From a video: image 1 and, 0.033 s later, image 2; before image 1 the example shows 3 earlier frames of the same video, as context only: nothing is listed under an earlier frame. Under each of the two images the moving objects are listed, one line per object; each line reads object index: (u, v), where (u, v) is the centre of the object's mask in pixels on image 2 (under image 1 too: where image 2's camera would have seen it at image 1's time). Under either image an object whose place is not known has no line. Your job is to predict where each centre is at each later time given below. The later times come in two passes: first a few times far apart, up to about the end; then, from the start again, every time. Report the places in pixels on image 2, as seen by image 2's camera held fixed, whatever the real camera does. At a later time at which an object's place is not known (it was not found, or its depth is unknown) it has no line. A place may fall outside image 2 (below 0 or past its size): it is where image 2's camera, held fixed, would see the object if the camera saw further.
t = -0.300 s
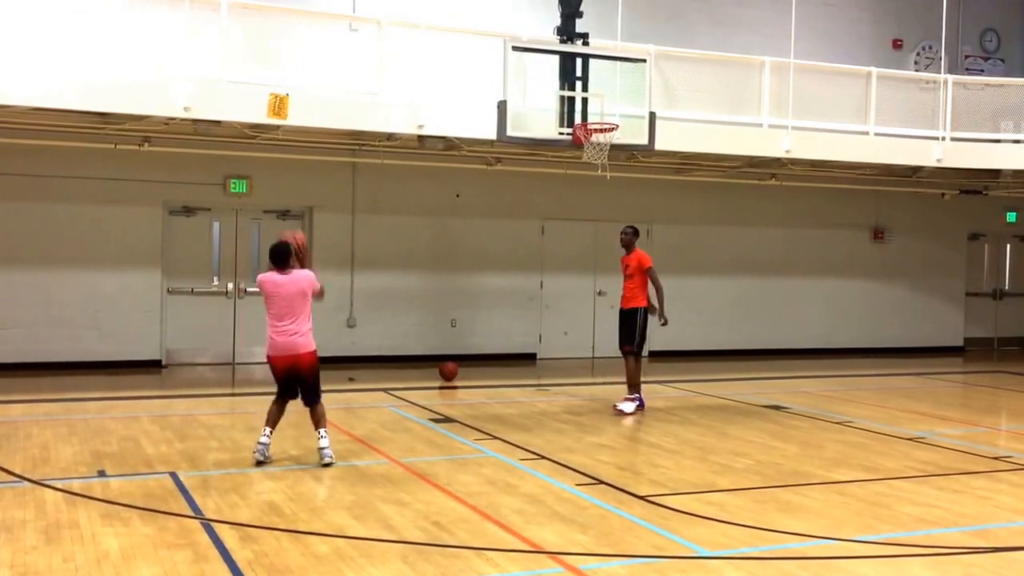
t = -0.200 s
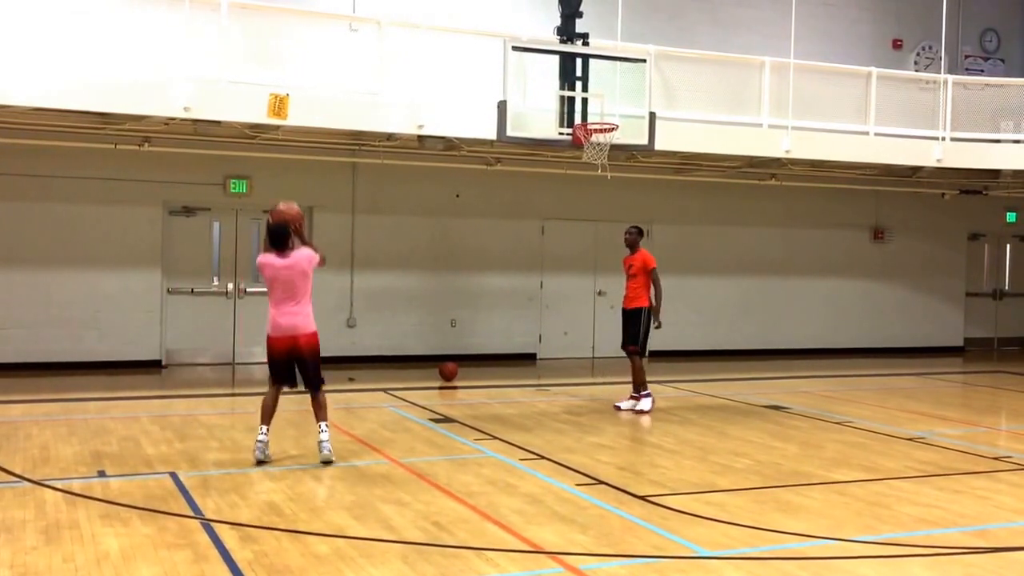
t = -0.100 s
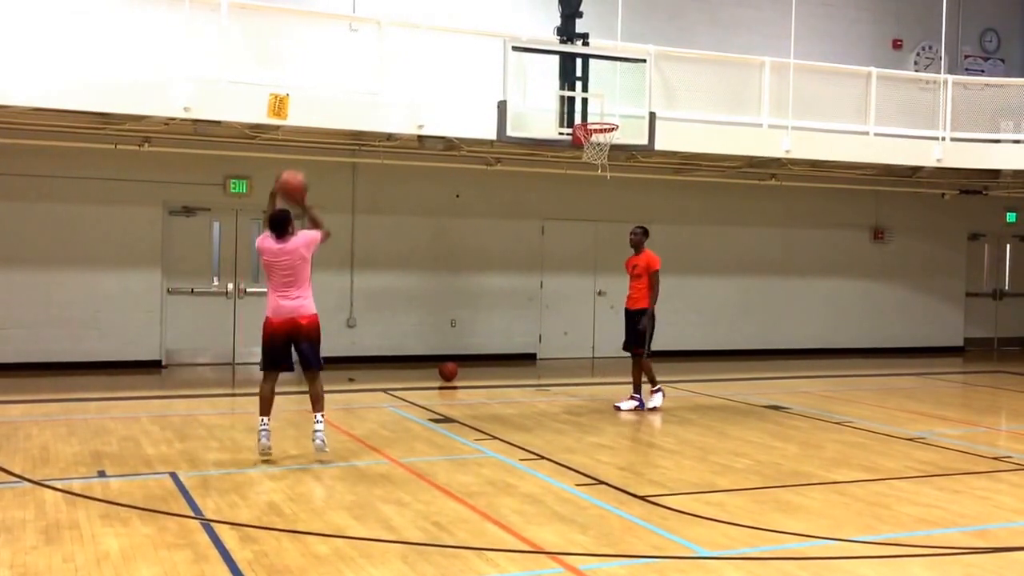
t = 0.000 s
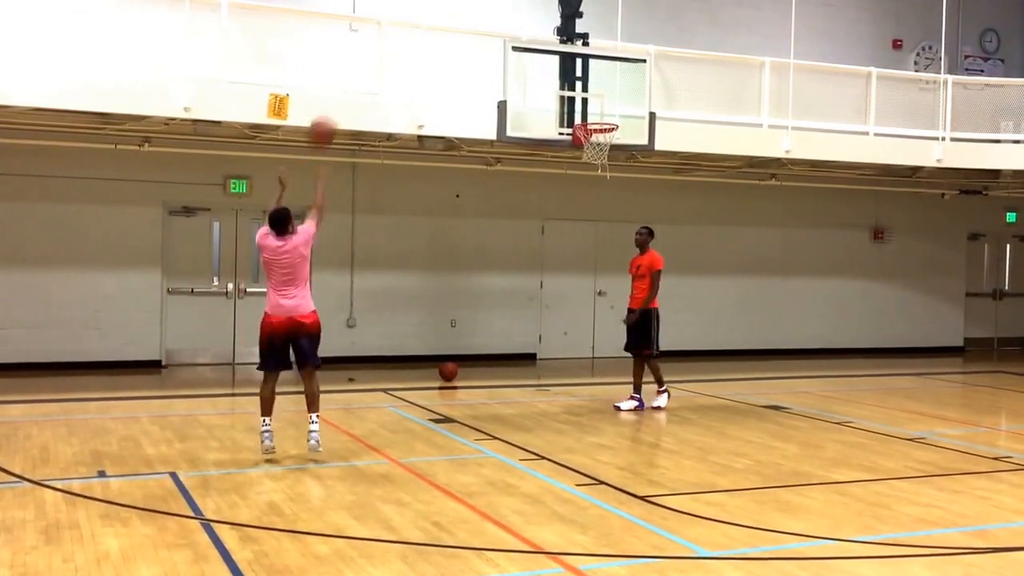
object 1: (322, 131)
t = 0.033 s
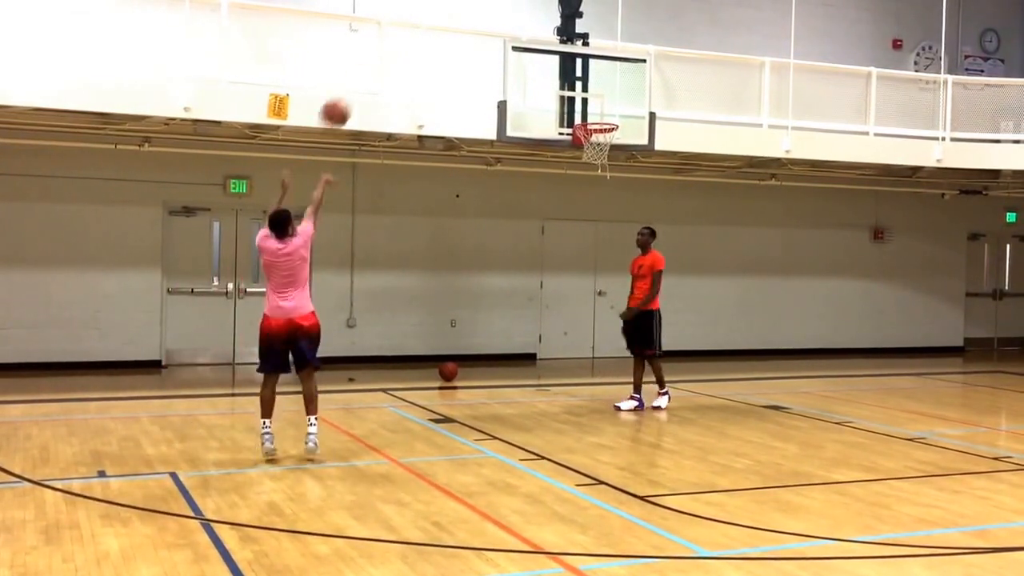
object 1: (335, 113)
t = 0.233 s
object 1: (406, 38)
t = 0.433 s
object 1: (465, 16)
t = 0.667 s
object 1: (522, 43)
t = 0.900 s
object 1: (572, 100)
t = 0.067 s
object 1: (348, 96)
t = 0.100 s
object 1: (360, 81)
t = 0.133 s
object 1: (372, 67)
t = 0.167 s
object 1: (384, 56)
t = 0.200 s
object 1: (395, 47)
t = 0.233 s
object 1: (406, 38)
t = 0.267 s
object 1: (417, 31)
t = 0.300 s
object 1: (427, 26)
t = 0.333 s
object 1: (437, 22)
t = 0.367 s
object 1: (447, 19)
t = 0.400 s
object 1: (456, 17)
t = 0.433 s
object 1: (465, 16)
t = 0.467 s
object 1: (474, 17)
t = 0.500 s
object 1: (483, 18)
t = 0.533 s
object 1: (491, 21)
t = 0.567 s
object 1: (499, 25)
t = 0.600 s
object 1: (507, 30)
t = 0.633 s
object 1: (514, 36)
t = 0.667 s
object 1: (522, 43)
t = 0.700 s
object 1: (529, 50)
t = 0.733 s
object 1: (536, 59)
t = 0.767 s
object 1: (543, 67)
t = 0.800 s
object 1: (550, 77)
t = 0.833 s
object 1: (556, 87)
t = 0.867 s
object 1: (565, 93)
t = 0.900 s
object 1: (572, 100)
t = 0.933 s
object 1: (583, 109)
